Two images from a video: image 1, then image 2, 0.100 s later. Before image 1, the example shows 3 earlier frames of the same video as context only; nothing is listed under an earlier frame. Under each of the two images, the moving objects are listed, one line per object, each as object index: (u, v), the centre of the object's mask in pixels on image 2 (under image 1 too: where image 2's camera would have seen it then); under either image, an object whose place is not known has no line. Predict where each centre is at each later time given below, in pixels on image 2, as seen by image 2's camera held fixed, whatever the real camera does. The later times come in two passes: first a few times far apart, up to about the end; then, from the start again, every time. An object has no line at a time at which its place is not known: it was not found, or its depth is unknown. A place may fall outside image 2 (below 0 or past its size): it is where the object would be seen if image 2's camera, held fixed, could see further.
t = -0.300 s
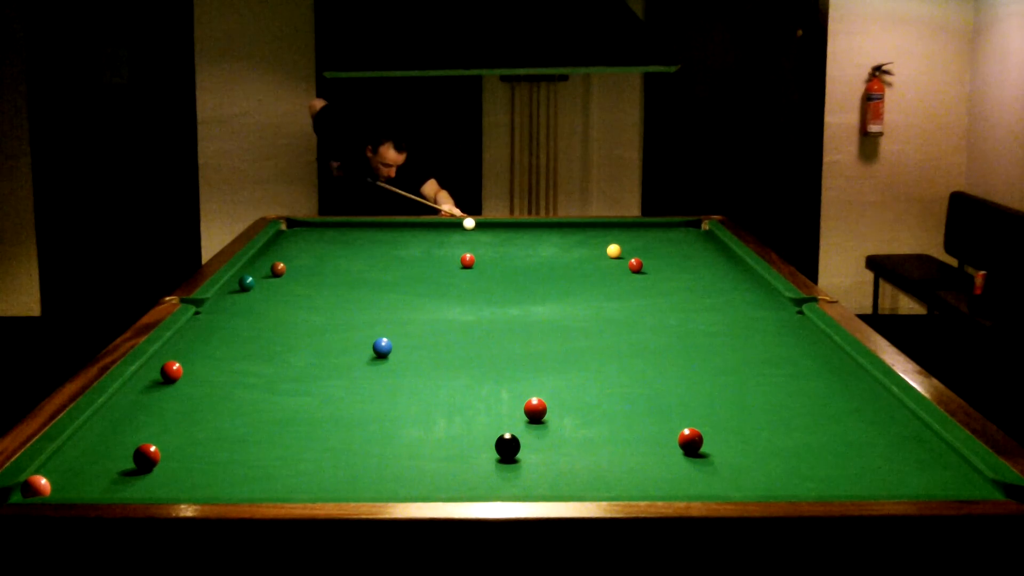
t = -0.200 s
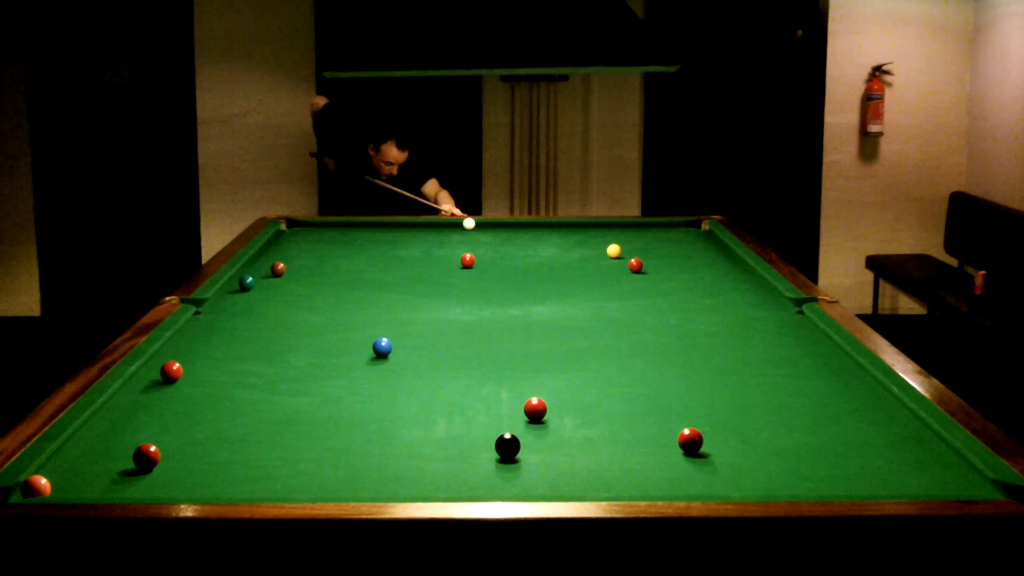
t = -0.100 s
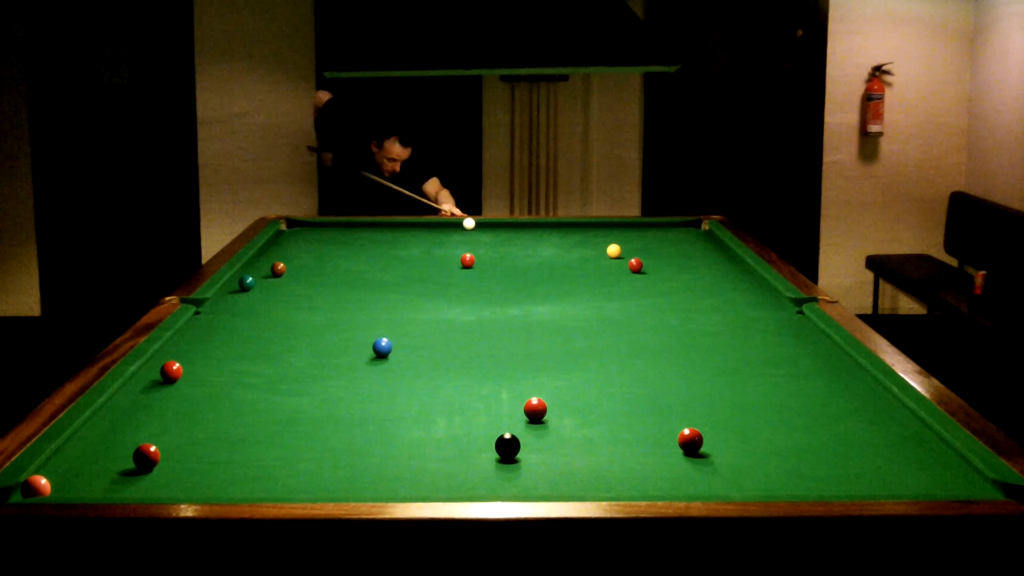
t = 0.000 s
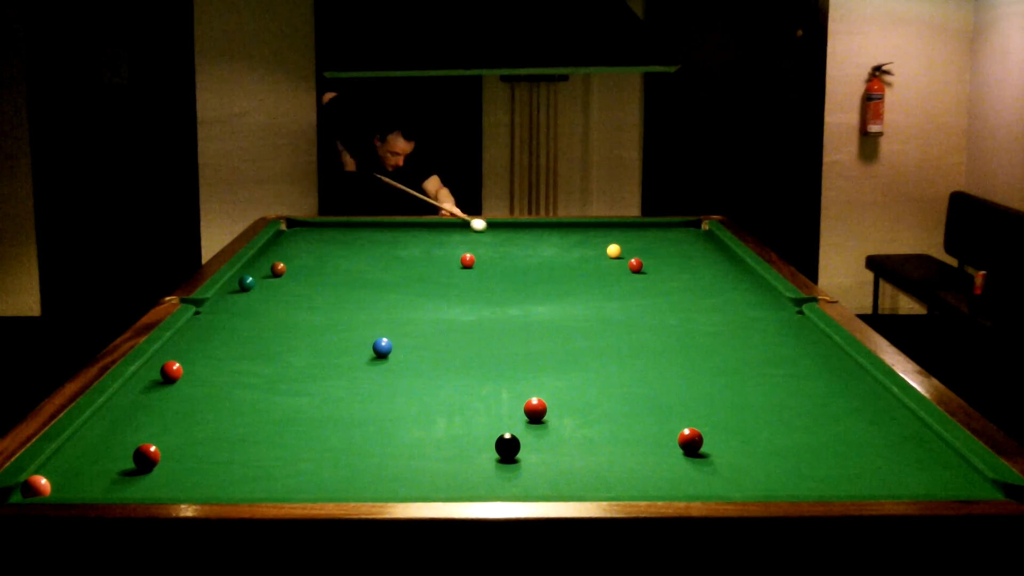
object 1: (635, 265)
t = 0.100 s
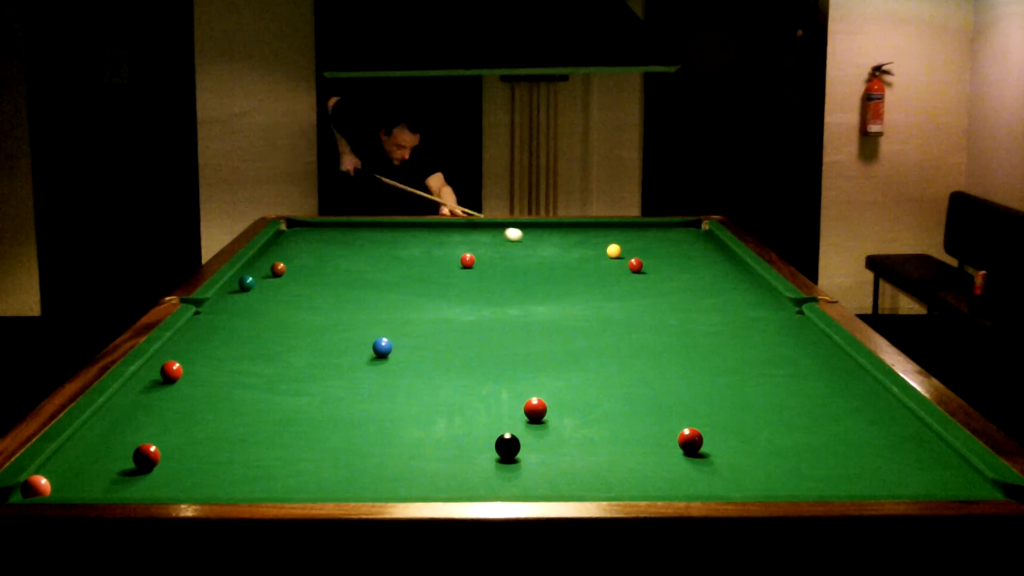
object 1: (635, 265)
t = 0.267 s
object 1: (635, 265)
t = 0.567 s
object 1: (714, 287)
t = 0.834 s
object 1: (772, 312)
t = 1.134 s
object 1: (695, 327)
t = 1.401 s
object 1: (627, 342)
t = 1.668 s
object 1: (554, 357)
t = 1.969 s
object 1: (466, 375)
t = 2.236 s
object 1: (383, 393)
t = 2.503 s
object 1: (292, 412)
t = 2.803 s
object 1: (182, 435)
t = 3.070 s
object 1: (77, 457)
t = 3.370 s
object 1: (93, 476)
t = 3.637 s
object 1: (129, 486)
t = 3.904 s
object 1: (166, 488)
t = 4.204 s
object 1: (209, 483)
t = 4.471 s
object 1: (242, 477)
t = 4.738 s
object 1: (270, 470)
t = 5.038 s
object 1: (299, 464)
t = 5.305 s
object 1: (320, 460)
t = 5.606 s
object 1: (341, 455)
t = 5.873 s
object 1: (355, 452)
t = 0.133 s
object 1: (635, 265)
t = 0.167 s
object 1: (635, 265)
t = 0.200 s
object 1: (635, 265)
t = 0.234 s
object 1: (635, 265)
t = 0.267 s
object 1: (635, 265)
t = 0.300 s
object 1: (635, 265)
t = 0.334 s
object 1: (635, 265)
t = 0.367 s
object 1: (636, 265)
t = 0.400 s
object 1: (645, 267)
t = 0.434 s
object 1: (659, 272)
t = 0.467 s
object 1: (672, 275)
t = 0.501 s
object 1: (686, 279)
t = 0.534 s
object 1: (700, 283)
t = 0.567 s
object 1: (714, 287)
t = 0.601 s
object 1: (727, 290)
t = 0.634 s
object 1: (742, 295)
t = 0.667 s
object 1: (755, 298)
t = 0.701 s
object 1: (769, 302)
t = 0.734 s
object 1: (782, 305)
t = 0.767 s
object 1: (793, 309)
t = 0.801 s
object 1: (783, 311)
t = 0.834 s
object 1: (772, 312)
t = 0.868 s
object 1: (762, 314)
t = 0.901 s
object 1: (752, 315)
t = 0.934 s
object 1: (743, 317)
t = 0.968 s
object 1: (735, 319)
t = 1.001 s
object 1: (727, 320)
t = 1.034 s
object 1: (719, 322)
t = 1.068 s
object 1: (712, 324)
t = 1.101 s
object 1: (703, 325)
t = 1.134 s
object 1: (695, 327)
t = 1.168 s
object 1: (687, 329)
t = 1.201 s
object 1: (678, 331)
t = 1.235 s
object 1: (670, 332)
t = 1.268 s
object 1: (661, 334)
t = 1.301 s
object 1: (653, 336)
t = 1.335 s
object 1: (644, 338)
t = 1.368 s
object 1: (636, 340)
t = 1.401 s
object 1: (627, 342)
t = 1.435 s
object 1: (618, 343)
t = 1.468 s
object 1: (609, 345)
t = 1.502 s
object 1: (600, 347)
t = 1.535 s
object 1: (591, 349)
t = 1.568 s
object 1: (582, 351)
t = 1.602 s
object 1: (573, 353)
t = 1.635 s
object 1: (563, 355)
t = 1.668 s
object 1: (554, 357)
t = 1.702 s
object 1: (545, 359)
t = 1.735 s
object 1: (535, 361)
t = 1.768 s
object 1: (526, 363)
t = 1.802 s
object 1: (516, 365)
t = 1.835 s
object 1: (507, 367)
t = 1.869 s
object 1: (497, 369)
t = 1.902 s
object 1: (487, 371)
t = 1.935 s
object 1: (476, 373)
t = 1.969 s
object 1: (466, 375)
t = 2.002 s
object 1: (456, 377)
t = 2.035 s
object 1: (446, 379)
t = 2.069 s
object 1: (435, 382)
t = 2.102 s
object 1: (426, 384)
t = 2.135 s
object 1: (415, 386)
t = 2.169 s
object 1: (404, 388)
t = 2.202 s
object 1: (393, 390)
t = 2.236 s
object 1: (383, 393)
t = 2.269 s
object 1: (371, 395)
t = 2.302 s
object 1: (360, 398)
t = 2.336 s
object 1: (349, 400)
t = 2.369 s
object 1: (338, 402)
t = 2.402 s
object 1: (327, 404)
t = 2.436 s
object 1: (315, 407)
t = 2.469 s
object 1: (303, 410)
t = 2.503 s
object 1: (292, 412)
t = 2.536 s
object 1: (280, 414)
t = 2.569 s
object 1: (268, 417)
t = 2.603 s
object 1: (256, 419)
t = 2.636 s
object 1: (244, 422)
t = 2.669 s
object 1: (232, 425)
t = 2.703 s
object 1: (219, 427)
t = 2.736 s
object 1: (207, 430)
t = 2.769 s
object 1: (194, 433)
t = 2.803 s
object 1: (182, 435)
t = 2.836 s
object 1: (170, 436)
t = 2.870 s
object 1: (158, 438)
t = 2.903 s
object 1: (143, 439)
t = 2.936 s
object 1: (129, 444)
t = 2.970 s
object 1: (117, 449)
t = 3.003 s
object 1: (104, 452)
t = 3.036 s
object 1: (91, 455)
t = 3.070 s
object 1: (77, 457)
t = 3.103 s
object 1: (64, 460)
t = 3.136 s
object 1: (60, 462)
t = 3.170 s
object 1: (66, 464)
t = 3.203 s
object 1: (72, 466)
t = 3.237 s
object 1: (76, 468)
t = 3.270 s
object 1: (81, 470)
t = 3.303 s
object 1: (85, 472)
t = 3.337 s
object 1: (89, 473)
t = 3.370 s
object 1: (93, 476)
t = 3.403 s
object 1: (97, 478)
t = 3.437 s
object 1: (102, 479)
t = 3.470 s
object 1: (107, 480)
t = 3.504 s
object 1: (111, 482)
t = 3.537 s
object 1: (115, 483)
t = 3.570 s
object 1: (120, 484)
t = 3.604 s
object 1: (124, 484)
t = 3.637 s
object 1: (129, 486)
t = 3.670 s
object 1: (133, 487)
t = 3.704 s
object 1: (137, 488)
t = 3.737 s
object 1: (142, 488)
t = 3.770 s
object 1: (146, 489)
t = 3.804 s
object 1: (151, 489)
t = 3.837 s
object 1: (156, 489)
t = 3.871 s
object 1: (162, 488)
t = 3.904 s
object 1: (166, 488)
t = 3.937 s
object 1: (172, 487)
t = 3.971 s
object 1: (176, 487)
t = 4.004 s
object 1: (181, 486)
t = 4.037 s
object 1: (186, 486)
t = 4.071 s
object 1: (191, 485)
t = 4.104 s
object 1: (195, 485)
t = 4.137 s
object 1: (200, 484)
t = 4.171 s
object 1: (204, 484)
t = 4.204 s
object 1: (209, 483)
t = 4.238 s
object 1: (213, 482)
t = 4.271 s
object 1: (217, 481)
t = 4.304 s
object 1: (221, 481)
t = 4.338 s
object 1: (225, 480)
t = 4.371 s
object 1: (230, 479)
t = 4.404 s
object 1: (234, 479)
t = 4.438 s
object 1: (237, 478)
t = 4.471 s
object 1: (242, 477)
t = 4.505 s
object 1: (245, 476)
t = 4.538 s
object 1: (249, 475)
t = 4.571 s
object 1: (253, 475)
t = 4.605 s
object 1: (256, 474)
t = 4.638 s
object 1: (260, 473)
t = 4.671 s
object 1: (264, 472)
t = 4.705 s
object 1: (267, 471)
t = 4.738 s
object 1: (270, 470)
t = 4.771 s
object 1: (274, 470)
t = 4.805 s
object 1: (277, 469)
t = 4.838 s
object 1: (280, 469)
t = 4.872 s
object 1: (284, 468)
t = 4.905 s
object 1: (287, 467)
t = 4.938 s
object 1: (290, 467)
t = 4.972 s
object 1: (293, 465)
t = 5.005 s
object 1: (296, 465)
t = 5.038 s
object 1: (299, 464)
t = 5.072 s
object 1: (302, 464)
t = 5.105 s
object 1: (304, 463)
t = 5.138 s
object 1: (307, 463)
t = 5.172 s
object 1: (310, 462)
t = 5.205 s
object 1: (313, 462)
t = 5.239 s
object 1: (315, 461)
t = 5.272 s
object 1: (318, 460)
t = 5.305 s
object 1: (320, 460)
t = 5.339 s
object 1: (323, 459)
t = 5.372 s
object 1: (325, 459)
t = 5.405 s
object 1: (327, 458)
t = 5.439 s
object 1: (330, 458)
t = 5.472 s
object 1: (332, 457)
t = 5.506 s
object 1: (334, 457)
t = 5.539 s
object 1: (337, 456)
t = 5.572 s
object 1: (339, 456)
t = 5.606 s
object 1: (341, 455)
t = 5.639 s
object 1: (343, 455)
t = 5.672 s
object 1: (345, 454)
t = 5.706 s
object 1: (347, 454)
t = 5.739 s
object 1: (349, 453)
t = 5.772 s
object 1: (350, 453)
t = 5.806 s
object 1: (352, 453)
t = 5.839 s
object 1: (354, 452)
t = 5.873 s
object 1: (355, 452)
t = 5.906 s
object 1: (357, 451)
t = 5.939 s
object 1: (358, 451)
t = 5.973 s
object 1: (360, 451)
